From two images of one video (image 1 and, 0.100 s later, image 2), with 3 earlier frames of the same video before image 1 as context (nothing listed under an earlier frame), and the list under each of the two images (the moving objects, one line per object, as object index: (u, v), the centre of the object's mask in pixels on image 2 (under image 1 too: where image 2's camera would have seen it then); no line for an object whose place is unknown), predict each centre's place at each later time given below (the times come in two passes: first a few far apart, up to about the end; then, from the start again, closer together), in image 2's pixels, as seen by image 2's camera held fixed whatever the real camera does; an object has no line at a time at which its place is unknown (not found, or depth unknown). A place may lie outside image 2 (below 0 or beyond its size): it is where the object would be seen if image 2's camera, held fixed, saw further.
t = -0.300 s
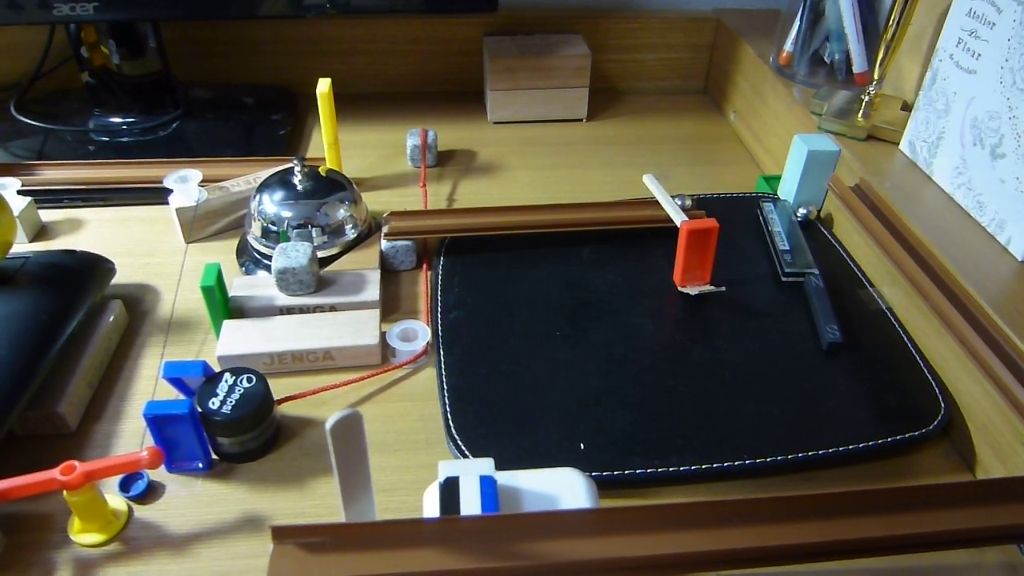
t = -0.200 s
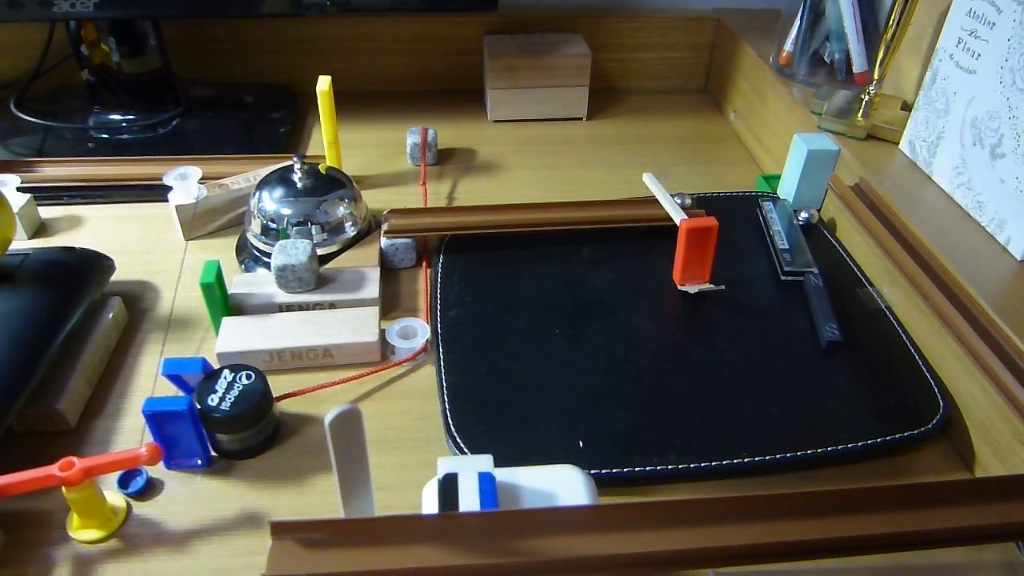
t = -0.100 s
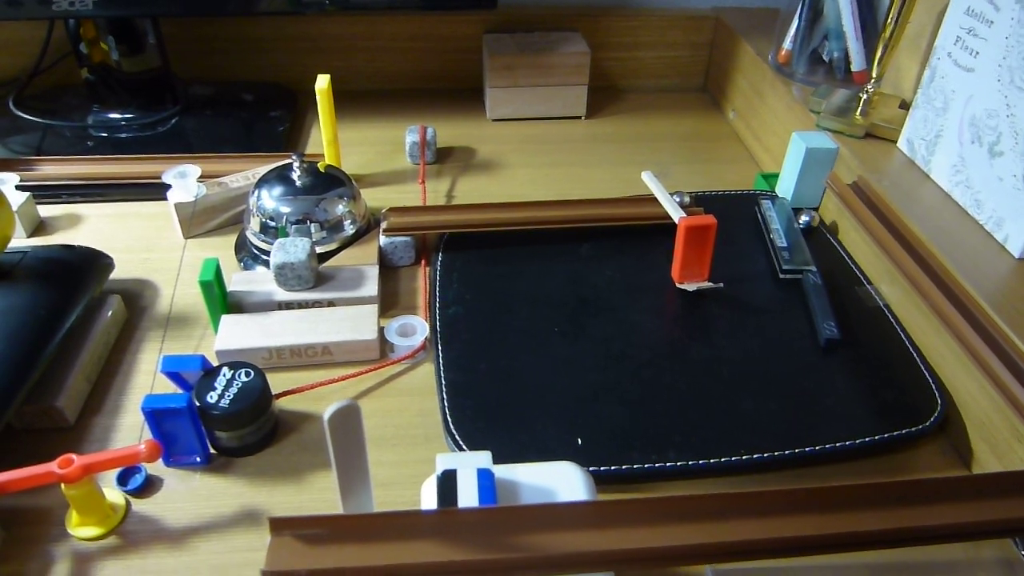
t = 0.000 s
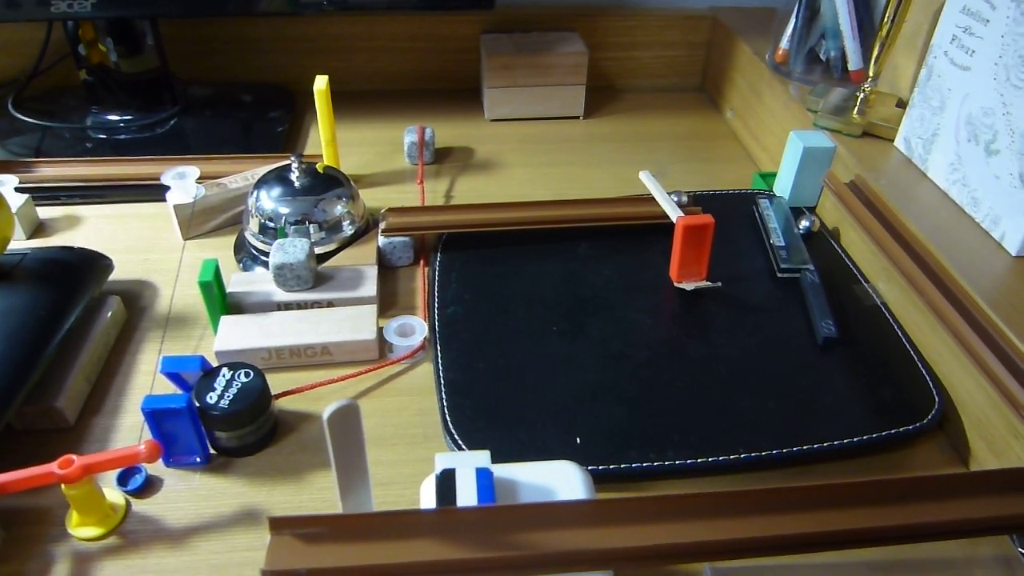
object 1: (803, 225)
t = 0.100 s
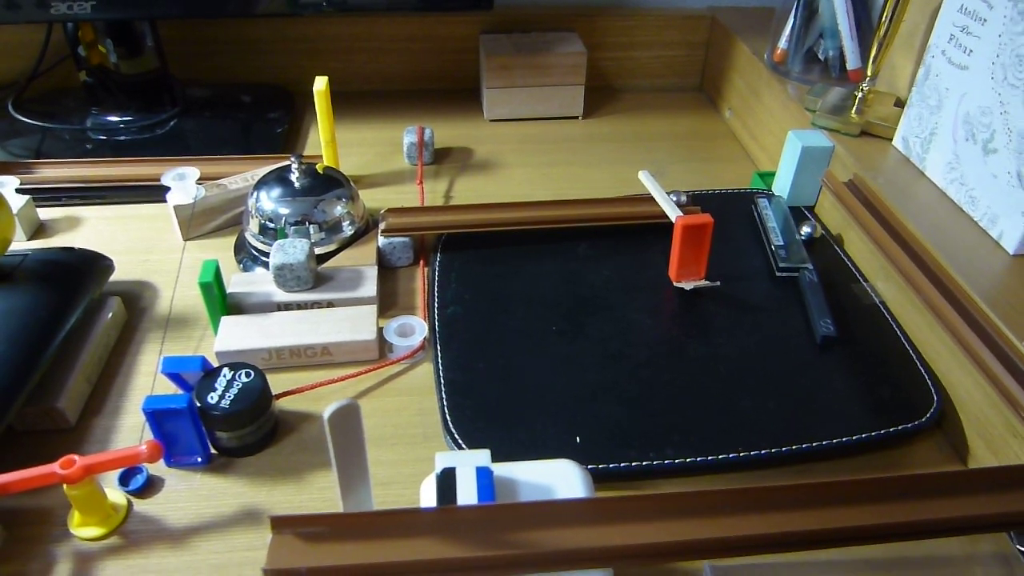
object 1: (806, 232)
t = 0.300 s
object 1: (814, 249)
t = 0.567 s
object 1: (831, 282)
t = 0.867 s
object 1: (852, 335)
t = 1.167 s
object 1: (803, 331)
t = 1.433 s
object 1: (803, 331)
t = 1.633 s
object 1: (806, 338)
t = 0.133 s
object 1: (808, 234)
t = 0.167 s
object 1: (809, 236)
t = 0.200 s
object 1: (810, 240)
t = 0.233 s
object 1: (812, 243)
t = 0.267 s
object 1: (813, 246)
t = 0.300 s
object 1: (814, 249)
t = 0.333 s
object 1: (816, 252)
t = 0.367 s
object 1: (818, 255)
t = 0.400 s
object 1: (820, 258)
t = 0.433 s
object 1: (823, 263)
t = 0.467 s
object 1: (826, 268)
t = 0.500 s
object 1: (828, 274)
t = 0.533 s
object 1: (830, 278)
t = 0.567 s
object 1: (831, 282)
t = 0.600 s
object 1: (833, 286)
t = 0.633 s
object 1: (835, 291)
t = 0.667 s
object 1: (837, 296)
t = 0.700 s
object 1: (840, 301)
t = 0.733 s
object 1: (842, 306)
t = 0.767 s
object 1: (845, 312)
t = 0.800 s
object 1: (847, 319)
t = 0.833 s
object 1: (849, 327)
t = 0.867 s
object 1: (852, 335)
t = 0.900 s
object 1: (849, 343)
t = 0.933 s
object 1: (839, 346)
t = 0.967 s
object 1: (830, 345)
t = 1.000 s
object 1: (820, 343)
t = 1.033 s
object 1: (813, 340)
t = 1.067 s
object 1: (808, 338)
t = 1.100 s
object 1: (805, 335)
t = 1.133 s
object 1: (804, 333)
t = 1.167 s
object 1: (803, 331)
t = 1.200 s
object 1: (803, 330)
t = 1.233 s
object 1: (802, 329)
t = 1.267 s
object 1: (802, 329)
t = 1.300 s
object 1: (802, 329)
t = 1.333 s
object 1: (802, 329)
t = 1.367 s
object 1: (802, 329)
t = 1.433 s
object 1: (803, 331)
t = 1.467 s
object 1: (803, 332)
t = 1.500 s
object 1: (803, 333)
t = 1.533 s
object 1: (803, 334)
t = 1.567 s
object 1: (804, 335)
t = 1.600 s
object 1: (805, 337)
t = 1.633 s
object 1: (806, 338)
